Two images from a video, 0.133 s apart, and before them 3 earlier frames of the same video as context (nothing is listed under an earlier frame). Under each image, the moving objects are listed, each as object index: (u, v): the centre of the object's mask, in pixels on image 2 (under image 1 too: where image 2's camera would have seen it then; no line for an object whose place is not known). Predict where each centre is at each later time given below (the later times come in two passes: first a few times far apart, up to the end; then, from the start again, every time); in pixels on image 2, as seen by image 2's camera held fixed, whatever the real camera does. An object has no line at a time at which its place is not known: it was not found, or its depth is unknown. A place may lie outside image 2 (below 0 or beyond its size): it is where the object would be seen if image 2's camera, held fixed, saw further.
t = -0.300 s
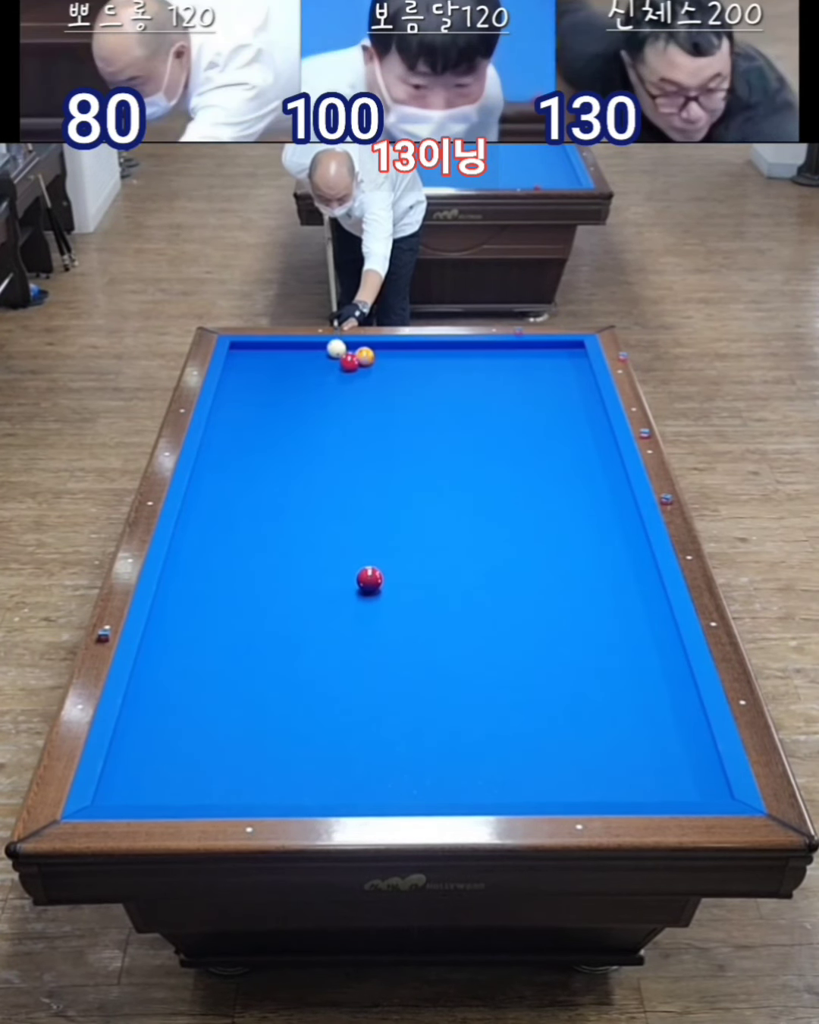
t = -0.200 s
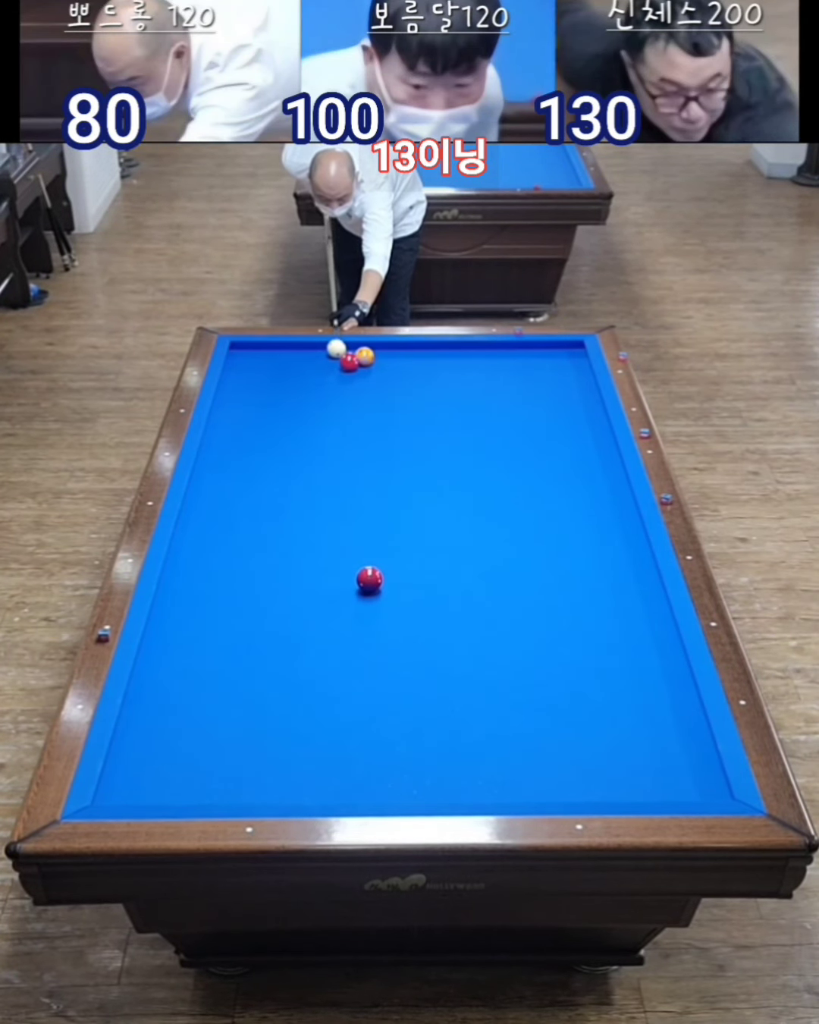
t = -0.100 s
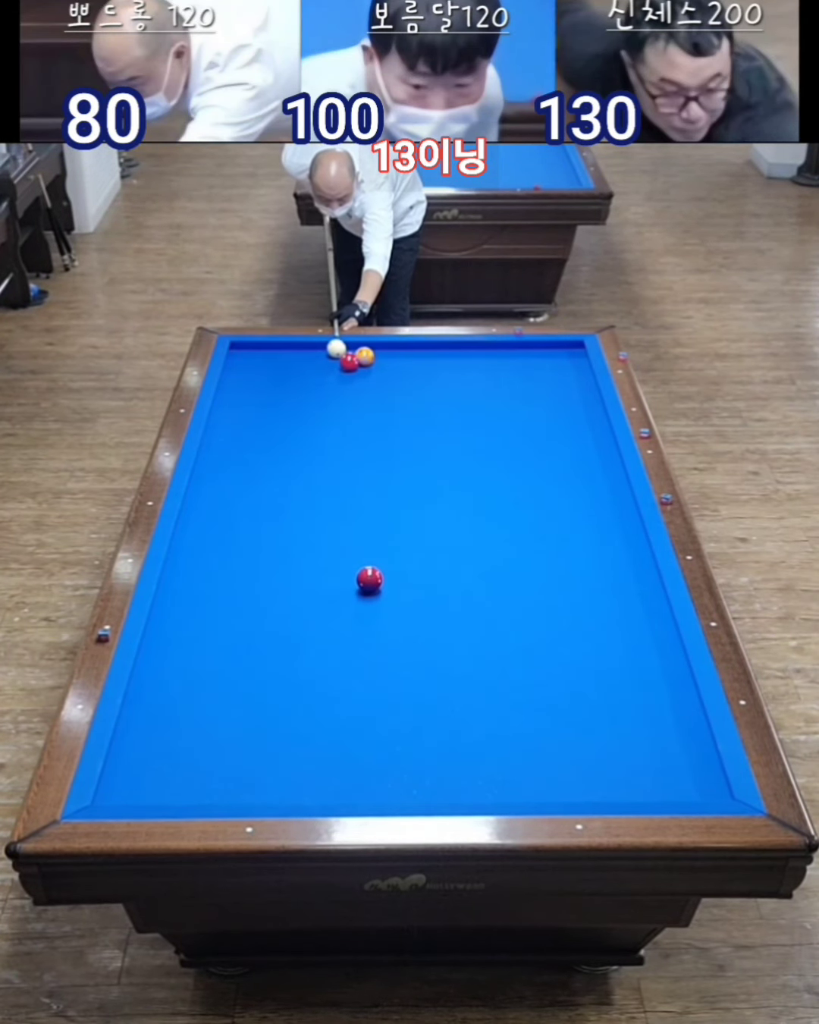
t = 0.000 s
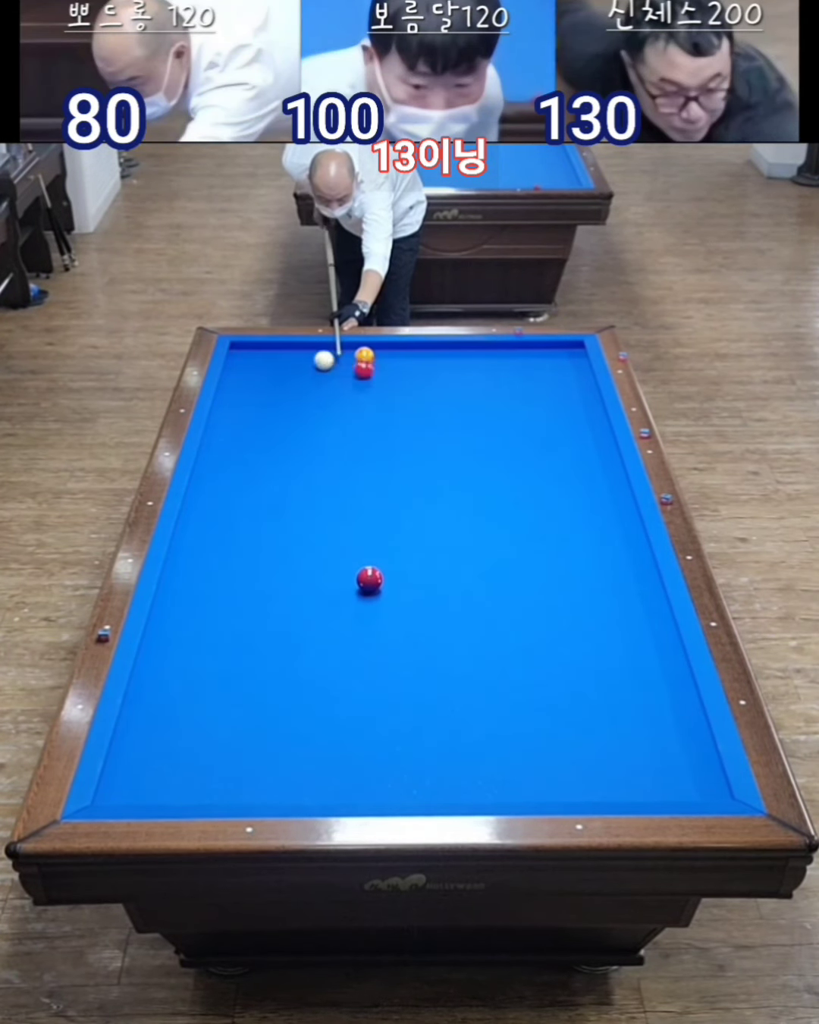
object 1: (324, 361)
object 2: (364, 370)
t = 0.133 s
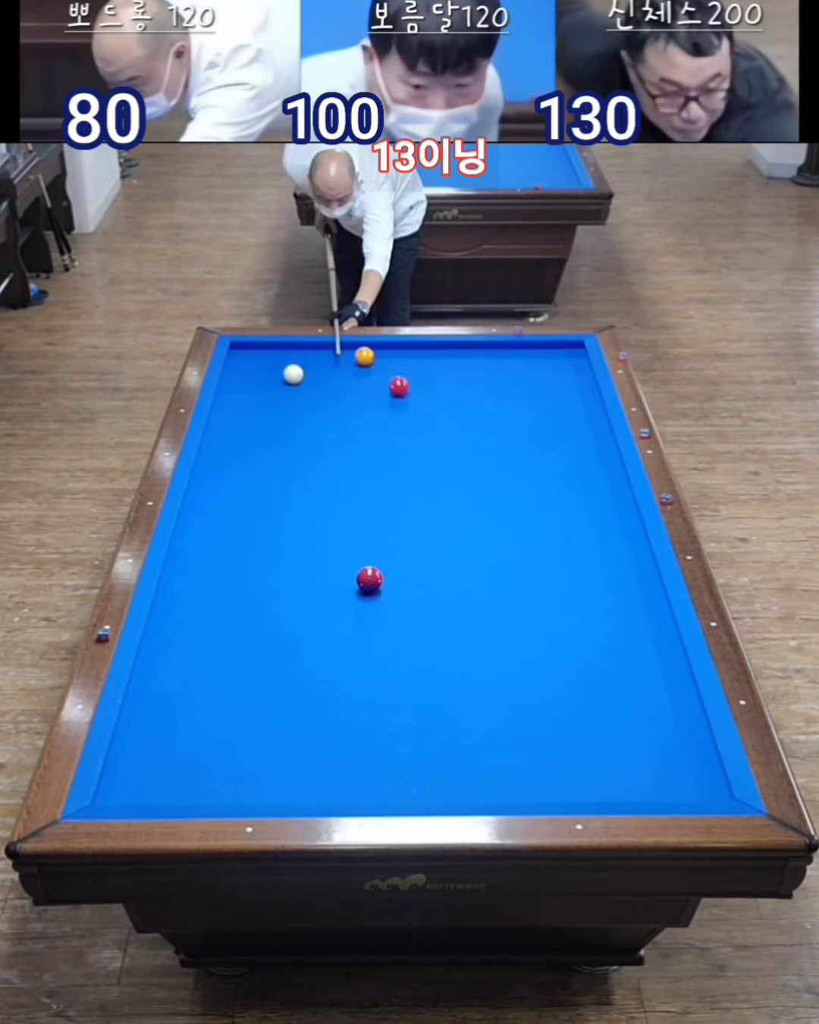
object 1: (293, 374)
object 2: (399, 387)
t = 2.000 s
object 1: (346, 634)
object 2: (532, 625)
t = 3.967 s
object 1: (595, 662)
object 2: (283, 710)
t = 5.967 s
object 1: (573, 543)
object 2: (204, 593)
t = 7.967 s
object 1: (491, 481)
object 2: (288, 533)
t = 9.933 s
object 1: (450, 449)
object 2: (330, 504)
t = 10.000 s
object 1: (450, 448)
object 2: (331, 504)
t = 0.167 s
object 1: (286, 378)
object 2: (407, 391)
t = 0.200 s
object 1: (279, 382)
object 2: (415, 395)
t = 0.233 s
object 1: (272, 386)
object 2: (422, 399)
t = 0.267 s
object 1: (265, 390)
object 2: (430, 402)
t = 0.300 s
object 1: (258, 394)
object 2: (437, 406)
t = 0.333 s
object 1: (251, 399)
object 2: (445, 410)
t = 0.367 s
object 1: (244, 403)
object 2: (452, 414)
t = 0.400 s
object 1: (236, 407)
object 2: (460, 418)
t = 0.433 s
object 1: (229, 412)
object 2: (468, 422)
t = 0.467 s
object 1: (222, 416)
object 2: (476, 426)
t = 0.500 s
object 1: (219, 420)
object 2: (484, 430)
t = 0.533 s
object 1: (222, 424)
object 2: (491, 434)
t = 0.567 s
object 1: (225, 428)
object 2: (499, 438)
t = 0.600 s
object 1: (228, 431)
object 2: (508, 442)
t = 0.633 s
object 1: (230, 435)
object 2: (516, 446)
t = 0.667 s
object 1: (232, 439)
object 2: (524, 450)
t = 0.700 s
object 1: (234, 443)
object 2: (533, 455)
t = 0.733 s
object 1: (237, 447)
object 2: (541, 459)
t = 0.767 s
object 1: (239, 451)
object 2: (550, 463)
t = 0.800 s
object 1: (241, 455)
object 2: (559, 468)
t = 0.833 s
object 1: (244, 459)
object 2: (568, 472)
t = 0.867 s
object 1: (246, 464)
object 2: (577, 477)
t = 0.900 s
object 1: (248, 468)
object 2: (586, 481)
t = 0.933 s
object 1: (251, 472)
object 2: (595, 486)
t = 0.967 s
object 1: (253, 476)
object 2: (604, 490)
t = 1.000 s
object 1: (256, 481)
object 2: (614, 495)
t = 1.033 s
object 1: (258, 485)
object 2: (623, 500)
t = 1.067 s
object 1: (261, 489)
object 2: (622, 504)
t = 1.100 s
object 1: (263, 494)
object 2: (618, 508)
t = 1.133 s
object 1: (266, 498)
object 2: (614, 511)
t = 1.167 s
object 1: (269, 503)
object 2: (611, 515)
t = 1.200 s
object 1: (271, 507)
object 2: (608, 519)
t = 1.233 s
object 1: (274, 512)
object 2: (605, 523)
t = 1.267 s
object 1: (277, 517)
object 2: (602, 527)
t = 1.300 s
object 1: (279, 522)
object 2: (599, 531)
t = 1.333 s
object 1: (282, 526)
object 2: (596, 536)
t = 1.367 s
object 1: (285, 531)
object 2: (593, 540)
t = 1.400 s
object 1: (288, 536)
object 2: (590, 544)
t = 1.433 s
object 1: (291, 541)
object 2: (587, 548)
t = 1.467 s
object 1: (294, 546)
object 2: (584, 552)
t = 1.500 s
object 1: (297, 551)
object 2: (581, 556)
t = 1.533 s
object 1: (300, 556)
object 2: (578, 561)
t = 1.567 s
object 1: (303, 561)
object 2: (575, 565)
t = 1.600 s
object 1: (306, 567)
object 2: (572, 569)
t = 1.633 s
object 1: (309, 572)
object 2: (569, 574)
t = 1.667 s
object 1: (312, 577)
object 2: (565, 578)
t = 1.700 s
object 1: (316, 582)
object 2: (562, 582)
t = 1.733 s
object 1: (319, 588)
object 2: (559, 587)
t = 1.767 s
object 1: (322, 593)
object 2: (556, 592)
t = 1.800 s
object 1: (325, 599)
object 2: (552, 596)
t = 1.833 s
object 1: (329, 605)
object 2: (549, 601)
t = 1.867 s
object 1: (332, 611)
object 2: (545, 606)
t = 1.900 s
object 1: (336, 616)
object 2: (542, 610)
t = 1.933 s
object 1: (339, 622)
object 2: (539, 615)
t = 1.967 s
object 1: (342, 628)
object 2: (535, 620)
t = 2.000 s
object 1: (346, 634)
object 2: (532, 625)
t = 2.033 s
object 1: (350, 640)
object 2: (528, 630)
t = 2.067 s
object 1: (353, 646)
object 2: (525, 635)
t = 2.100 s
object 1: (357, 653)
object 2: (521, 639)
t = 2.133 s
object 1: (361, 659)
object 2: (517, 645)
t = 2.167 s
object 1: (365, 665)
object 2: (514, 650)
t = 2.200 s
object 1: (368, 672)
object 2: (510, 656)
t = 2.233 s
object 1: (372, 678)
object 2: (507, 661)
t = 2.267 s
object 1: (376, 685)
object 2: (503, 666)
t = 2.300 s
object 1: (380, 692)
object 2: (499, 670)
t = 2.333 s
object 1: (384, 698)
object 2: (495, 676)
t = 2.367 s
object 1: (388, 705)
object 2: (491, 681)
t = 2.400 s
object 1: (393, 712)
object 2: (487, 687)
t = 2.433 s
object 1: (397, 719)
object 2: (483, 692)
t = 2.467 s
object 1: (401, 726)
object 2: (479, 698)
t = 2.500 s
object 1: (405, 734)
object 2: (475, 703)
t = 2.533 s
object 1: (410, 741)
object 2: (471, 708)
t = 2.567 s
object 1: (414, 748)
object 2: (467, 714)
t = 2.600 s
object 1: (419, 756)
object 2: (463, 720)
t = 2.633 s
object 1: (423, 763)
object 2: (459, 725)
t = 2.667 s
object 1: (428, 771)
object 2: (455, 731)
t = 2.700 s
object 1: (432, 779)
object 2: (450, 737)
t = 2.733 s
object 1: (437, 785)
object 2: (446, 742)
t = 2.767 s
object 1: (442, 790)
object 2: (442, 748)
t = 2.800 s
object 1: (447, 788)
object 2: (438, 754)
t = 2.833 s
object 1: (452, 784)
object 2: (433, 760)
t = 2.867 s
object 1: (457, 780)
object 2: (428, 766)
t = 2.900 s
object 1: (463, 776)
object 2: (424, 773)
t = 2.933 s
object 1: (467, 771)
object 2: (419, 779)
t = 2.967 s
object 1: (472, 767)
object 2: (415, 785)
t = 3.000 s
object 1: (477, 763)
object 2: (410, 789)
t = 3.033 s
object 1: (482, 759)
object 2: (405, 791)
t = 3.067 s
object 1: (486, 755)
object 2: (400, 788)
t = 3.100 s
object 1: (491, 751)
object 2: (395, 786)
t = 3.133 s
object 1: (496, 747)
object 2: (390, 783)
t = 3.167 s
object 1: (500, 743)
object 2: (386, 779)
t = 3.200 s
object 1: (505, 739)
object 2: (381, 776)
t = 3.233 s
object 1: (509, 736)
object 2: (376, 773)
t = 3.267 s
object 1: (514, 732)
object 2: (371, 770)
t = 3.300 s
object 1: (518, 728)
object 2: (367, 767)
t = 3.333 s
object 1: (522, 724)
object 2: (362, 764)
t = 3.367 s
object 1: (526, 721)
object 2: (357, 760)
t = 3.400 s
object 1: (530, 717)
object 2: (353, 757)
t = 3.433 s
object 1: (534, 714)
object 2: (348, 755)
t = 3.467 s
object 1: (539, 710)
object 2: (344, 751)
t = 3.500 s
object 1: (543, 707)
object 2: (340, 749)
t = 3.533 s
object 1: (547, 704)
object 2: (335, 746)
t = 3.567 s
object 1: (551, 700)
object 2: (331, 743)
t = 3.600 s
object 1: (555, 697)
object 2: (327, 740)
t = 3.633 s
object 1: (559, 694)
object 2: (323, 737)
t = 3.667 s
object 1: (562, 690)
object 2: (319, 734)
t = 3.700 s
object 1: (566, 687)
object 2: (314, 731)
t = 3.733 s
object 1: (570, 684)
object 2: (311, 728)
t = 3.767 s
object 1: (574, 681)
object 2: (306, 726)
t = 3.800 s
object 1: (577, 677)
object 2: (302, 723)
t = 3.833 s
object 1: (581, 674)
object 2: (298, 720)
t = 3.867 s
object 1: (585, 671)
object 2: (294, 718)
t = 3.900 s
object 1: (588, 668)
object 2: (291, 714)
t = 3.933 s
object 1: (592, 665)
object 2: (287, 712)
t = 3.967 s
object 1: (595, 662)
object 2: (283, 710)
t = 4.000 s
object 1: (599, 659)
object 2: (279, 707)
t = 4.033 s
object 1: (602, 656)
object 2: (275, 704)
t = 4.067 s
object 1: (606, 653)
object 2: (272, 702)
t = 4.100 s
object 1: (609, 650)
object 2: (268, 699)
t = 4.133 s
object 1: (612, 648)
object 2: (265, 697)
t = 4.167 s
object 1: (615, 645)
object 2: (261, 694)
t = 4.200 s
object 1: (619, 642)
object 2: (257, 692)
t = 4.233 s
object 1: (622, 639)
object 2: (254, 689)
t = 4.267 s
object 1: (625, 637)
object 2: (250, 687)
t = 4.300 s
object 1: (628, 634)
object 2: (247, 684)
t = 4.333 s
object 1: (632, 631)
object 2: (243, 682)
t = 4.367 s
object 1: (635, 628)
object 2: (240, 680)
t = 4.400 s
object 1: (638, 626)
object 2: (237, 677)
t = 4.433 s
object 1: (641, 623)
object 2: (233, 675)
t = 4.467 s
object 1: (644, 620)
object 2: (230, 673)
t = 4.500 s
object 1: (647, 618)
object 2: (227, 670)
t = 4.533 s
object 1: (650, 615)
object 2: (223, 668)
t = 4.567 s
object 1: (653, 613)
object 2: (220, 666)
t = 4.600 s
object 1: (656, 610)
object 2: (217, 664)
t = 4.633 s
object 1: (657, 608)
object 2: (214, 661)
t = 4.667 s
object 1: (654, 606)
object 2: (211, 659)
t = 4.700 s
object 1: (652, 604)
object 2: (208, 657)
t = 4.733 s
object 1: (650, 602)
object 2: (205, 655)
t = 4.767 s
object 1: (647, 600)
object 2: (201, 653)
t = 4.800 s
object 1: (645, 599)
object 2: (198, 651)
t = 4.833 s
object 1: (643, 597)
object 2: (195, 649)
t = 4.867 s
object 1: (640, 595)
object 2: (192, 647)
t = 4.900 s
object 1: (638, 593)
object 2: (189, 645)
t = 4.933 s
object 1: (636, 591)
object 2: (186, 643)
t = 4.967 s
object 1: (634, 589)
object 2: (184, 641)
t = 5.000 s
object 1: (631, 588)
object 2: (180, 638)
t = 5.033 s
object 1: (629, 586)
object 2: (178, 636)
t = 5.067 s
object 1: (627, 584)
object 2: (175, 634)
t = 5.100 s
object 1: (625, 582)
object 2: (172, 632)
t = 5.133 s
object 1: (622, 581)
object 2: (169, 630)
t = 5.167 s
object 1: (620, 579)
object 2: (167, 628)
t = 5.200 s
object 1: (618, 577)
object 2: (164, 626)
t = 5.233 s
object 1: (616, 576)
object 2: (161, 624)
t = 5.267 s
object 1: (614, 574)
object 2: (162, 623)
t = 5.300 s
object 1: (612, 573)
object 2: (165, 622)
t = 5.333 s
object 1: (610, 571)
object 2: (167, 620)
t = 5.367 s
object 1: (607, 569)
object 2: (169, 618)
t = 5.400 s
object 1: (605, 567)
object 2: (171, 617)
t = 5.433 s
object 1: (604, 566)
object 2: (173, 615)
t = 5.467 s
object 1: (601, 565)
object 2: (175, 614)
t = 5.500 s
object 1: (599, 563)
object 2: (177, 612)
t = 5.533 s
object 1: (597, 562)
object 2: (179, 611)
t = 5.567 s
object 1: (596, 560)
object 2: (181, 609)
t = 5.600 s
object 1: (593, 558)
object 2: (183, 608)
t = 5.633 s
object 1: (591, 557)
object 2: (186, 607)
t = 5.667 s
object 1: (589, 555)
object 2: (187, 605)
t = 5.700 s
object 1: (587, 554)
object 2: (189, 604)
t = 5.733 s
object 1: (586, 553)
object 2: (191, 602)
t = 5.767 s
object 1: (584, 551)
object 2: (193, 601)
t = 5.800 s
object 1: (582, 550)
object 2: (195, 600)
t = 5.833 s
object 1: (580, 548)
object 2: (197, 598)
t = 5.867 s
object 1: (578, 547)
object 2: (199, 597)
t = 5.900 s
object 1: (576, 545)
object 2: (201, 596)
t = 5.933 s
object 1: (575, 544)
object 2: (203, 594)
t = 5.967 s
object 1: (573, 543)
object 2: (204, 593)
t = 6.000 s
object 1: (571, 541)
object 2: (206, 592)
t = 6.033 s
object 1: (569, 540)
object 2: (208, 591)
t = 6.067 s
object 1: (567, 539)
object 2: (210, 589)
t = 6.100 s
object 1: (566, 538)
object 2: (212, 588)
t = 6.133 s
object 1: (564, 536)
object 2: (214, 587)
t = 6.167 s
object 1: (562, 535)
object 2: (215, 586)
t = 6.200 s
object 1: (560, 534)
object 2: (217, 584)
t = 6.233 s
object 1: (559, 533)
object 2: (219, 583)
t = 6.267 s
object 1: (557, 531)
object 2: (220, 582)
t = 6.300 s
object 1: (555, 530)
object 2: (222, 581)
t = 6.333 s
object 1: (554, 529)
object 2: (224, 580)
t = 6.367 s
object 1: (552, 527)
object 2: (225, 578)
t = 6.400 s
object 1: (550, 526)
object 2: (227, 577)
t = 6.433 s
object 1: (549, 525)
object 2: (229, 576)
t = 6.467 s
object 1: (547, 524)
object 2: (230, 575)
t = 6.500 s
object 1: (546, 523)
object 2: (232, 574)
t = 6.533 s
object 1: (544, 521)
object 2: (233, 573)
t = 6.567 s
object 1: (542, 520)
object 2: (235, 572)
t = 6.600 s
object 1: (541, 519)
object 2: (237, 571)
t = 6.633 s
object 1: (540, 518)
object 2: (238, 570)
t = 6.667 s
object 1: (538, 517)
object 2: (240, 568)
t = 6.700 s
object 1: (537, 516)
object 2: (241, 567)
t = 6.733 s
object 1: (535, 515)
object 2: (243, 566)
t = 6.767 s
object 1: (534, 513)
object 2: (244, 565)
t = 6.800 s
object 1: (532, 512)
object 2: (246, 564)
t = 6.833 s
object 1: (531, 511)
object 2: (247, 563)
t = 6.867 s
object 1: (530, 510)
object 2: (248, 562)
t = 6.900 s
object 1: (528, 509)
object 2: (250, 561)
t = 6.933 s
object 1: (527, 508)
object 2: (251, 560)
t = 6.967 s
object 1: (525, 507)
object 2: (252, 559)
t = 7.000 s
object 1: (524, 506)
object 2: (254, 558)
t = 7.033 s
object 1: (523, 505)
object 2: (255, 557)
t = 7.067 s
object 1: (522, 504)
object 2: (257, 556)
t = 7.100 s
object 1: (520, 503)
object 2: (258, 555)
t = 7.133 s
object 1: (519, 503)
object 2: (259, 554)
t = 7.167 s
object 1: (518, 501)
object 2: (260, 553)
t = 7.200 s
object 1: (517, 500)
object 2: (261, 552)
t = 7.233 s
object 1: (515, 499)
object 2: (263, 551)
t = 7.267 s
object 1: (514, 498)
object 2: (264, 550)
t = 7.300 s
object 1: (513, 497)
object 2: (265, 550)
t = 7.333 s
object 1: (512, 497)
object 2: (267, 549)
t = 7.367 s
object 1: (511, 496)
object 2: (268, 548)
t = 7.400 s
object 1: (510, 495)
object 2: (269, 547)
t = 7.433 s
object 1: (508, 494)
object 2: (270, 546)
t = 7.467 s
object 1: (507, 493)
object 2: (271, 545)
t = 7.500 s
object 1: (506, 492)
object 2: (273, 544)
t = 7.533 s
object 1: (505, 491)
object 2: (274, 543)
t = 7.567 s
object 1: (504, 490)
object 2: (275, 543)
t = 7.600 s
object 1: (503, 490)
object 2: (276, 542)
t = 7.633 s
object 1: (502, 489)
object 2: (277, 541)
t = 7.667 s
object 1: (501, 488)
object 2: (278, 540)
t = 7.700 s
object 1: (500, 487)
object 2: (280, 539)
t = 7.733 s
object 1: (498, 486)
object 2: (281, 538)
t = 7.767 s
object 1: (497, 485)
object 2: (282, 538)
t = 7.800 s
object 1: (496, 485)
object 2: (283, 537)
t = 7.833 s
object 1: (496, 484)
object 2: (284, 536)
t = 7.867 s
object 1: (494, 483)
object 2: (285, 536)
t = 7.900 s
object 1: (494, 482)
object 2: (286, 535)
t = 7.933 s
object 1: (492, 482)
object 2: (287, 534)
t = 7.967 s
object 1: (491, 481)
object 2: (288, 533)
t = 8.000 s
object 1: (490, 480)
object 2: (289, 533)
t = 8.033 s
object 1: (489, 479)
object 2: (290, 532)
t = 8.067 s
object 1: (488, 478)
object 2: (291, 531)
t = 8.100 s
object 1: (487, 478)
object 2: (292, 530)
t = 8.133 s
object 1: (486, 477)
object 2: (293, 530)
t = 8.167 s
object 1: (485, 476)
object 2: (294, 529)
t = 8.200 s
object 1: (484, 476)
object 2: (295, 528)
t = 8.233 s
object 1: (483, 475)
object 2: (296, 528)
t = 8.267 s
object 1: (482, 474)
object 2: (297, 527)
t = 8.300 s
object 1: (481, 474)
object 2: (298, 527)
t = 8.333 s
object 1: (480, 473)
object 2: (299, 526)
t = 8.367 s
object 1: (480, 472)
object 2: (299, 525)
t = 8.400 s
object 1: (479, 472)
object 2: (301, 524)
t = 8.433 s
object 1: (478, 471)
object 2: (301, 524)
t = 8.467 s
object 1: (477, 470)
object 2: (302, 523)
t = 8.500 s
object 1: (476, 470)
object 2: (303, 523)
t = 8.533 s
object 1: (476, 469)
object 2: (304, 522)
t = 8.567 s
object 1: (475, 468)
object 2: (304, 522)
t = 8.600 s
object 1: (474, 468)
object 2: (305, 521)
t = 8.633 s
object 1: (473, 467)
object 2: (306, 521)
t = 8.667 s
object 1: (472, 467)
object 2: (307, 520)
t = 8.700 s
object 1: (472, 466)
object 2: (308, 519)
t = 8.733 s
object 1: (471, 465)
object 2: (309, 519)
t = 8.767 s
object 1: (470, 465)
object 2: (309, 518)
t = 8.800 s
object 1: (469, 464)
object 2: (310, 518)
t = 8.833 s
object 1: (469, 464)
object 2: (311, 517)
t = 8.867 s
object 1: (468, 463)
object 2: (312, 517)
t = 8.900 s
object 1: (467, 463)
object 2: (312, 516)
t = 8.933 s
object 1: (466, 462)
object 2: (313, 516)
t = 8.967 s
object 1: (466, 462)
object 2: (314, 515)
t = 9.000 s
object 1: (465, 461)
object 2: (314, 515)
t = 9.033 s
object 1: (465, 460)
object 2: (315, 514)
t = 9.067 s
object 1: (464, 460)
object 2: (316, 514)
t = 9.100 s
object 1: (463, 459)
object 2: (317, 513)
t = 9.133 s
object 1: (463, 459)
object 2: (317, 513)
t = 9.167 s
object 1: (462, 458)
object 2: (318, 512)
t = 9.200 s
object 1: (462, 458)
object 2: (319, 512)
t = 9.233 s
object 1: (461, 457)
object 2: (319, 512)
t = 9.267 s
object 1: (461, 457)
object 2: (320, 511)
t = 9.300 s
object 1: (460, 456)
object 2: (320, 511)
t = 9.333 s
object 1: (459, 456)
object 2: (321, 510)
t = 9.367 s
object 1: (459, 455)
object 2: (322, 510)
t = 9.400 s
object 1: (458, 455)
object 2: (322, 510)
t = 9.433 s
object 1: (458, 455)
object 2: (323, 509)
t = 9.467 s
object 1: (457, 454)
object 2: (323, 509)
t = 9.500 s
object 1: (457, 454)
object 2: (324, 508)
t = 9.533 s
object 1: (456, 453)
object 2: (325, 508)
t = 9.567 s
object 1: (456, 453)
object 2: (325, 508)
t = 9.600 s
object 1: (455, 452)
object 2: (326, 507)
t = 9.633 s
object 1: (455, 452)
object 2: (326, 507)
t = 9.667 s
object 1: (454, 452)
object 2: (327, 506)
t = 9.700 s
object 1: (454, 451)
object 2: (327, 506)
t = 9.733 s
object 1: (453, 451)
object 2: (328, 506)
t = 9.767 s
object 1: (453, 451)
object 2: (328, 506)
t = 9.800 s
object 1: (452, 450)
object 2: (329, 505)
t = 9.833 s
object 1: (452, 450)
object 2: (329, 505)
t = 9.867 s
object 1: (451, 449)
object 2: (330, 505)
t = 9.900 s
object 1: (451, 449)
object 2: (330, 504)
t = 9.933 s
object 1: (450, 449)
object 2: (330, 504)
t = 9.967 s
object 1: (450, 448)
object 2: (331, 504)
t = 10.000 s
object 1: (450, 448)
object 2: (331, 504)
